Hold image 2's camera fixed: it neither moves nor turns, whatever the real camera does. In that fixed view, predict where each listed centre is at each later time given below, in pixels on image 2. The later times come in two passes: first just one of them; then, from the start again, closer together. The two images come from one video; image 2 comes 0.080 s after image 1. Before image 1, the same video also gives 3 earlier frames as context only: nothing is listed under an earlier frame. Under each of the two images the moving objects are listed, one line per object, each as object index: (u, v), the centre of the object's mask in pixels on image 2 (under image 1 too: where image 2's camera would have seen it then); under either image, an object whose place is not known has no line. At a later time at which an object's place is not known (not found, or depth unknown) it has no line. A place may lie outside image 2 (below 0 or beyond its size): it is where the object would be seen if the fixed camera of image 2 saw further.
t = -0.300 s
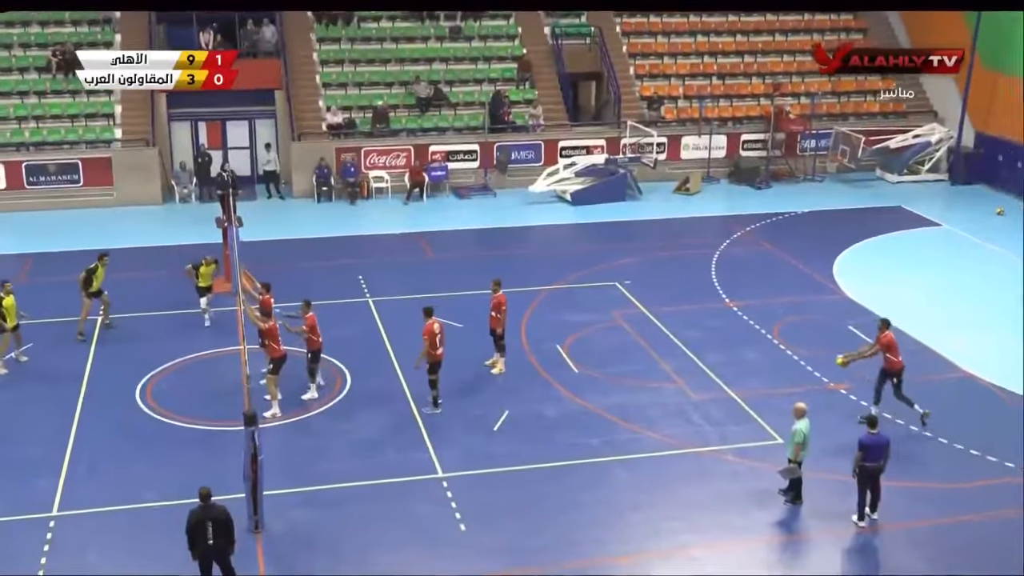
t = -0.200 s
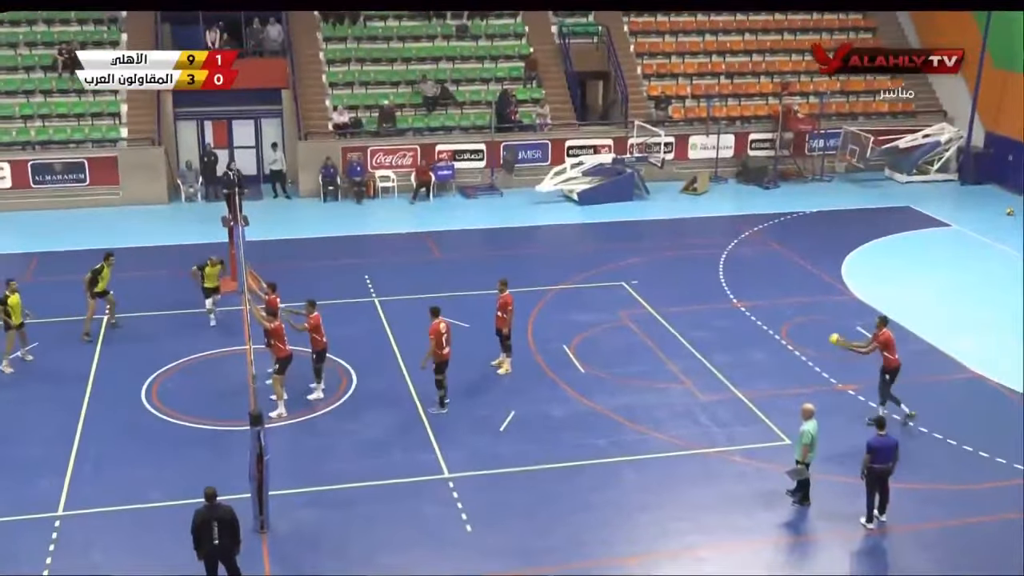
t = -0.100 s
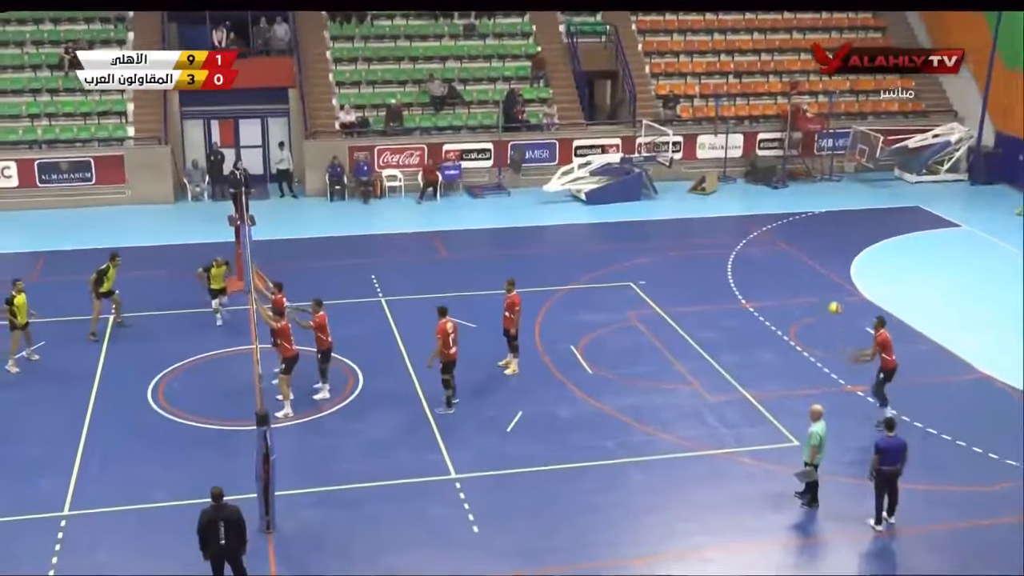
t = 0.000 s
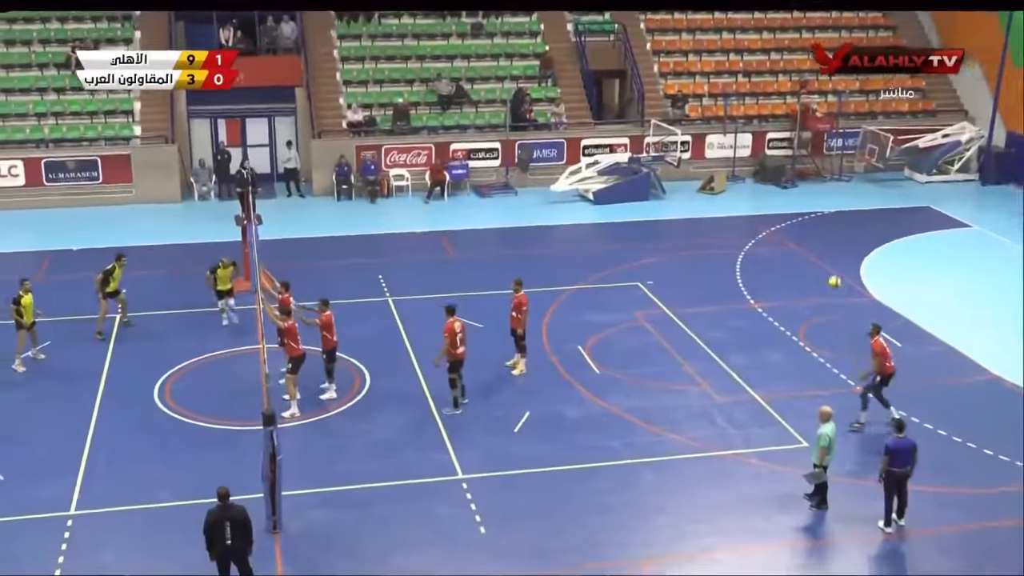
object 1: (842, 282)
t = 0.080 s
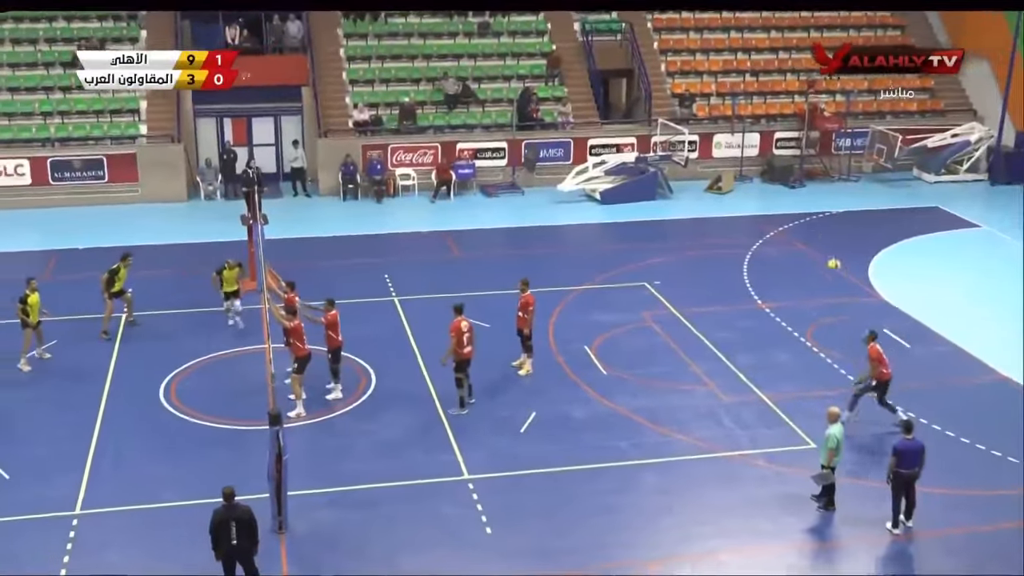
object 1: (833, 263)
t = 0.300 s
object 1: (810, 233)
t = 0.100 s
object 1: (831, 260)
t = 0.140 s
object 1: (827, 253)
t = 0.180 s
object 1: (823, 247)
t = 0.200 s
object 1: (821, 244)
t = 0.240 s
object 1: (817, 239)
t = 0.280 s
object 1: (812, 235)
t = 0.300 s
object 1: (810, 233)
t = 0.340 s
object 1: (806, 230)
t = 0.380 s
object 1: (801, 228)
